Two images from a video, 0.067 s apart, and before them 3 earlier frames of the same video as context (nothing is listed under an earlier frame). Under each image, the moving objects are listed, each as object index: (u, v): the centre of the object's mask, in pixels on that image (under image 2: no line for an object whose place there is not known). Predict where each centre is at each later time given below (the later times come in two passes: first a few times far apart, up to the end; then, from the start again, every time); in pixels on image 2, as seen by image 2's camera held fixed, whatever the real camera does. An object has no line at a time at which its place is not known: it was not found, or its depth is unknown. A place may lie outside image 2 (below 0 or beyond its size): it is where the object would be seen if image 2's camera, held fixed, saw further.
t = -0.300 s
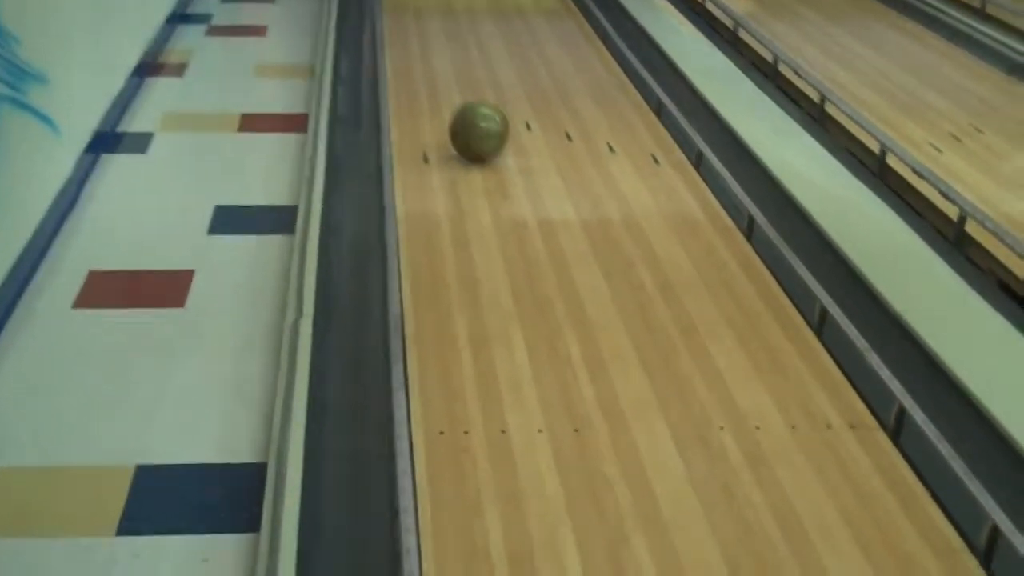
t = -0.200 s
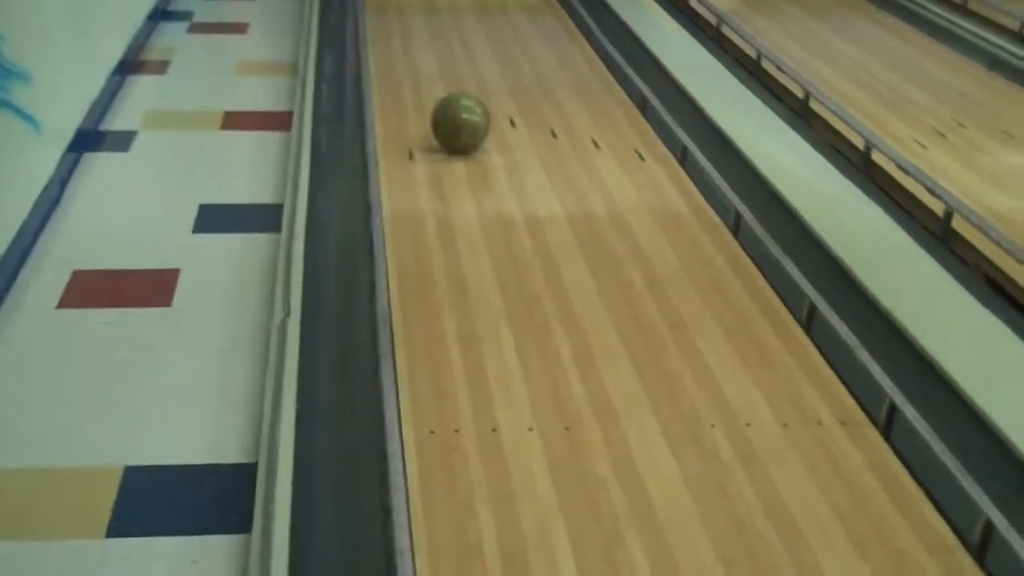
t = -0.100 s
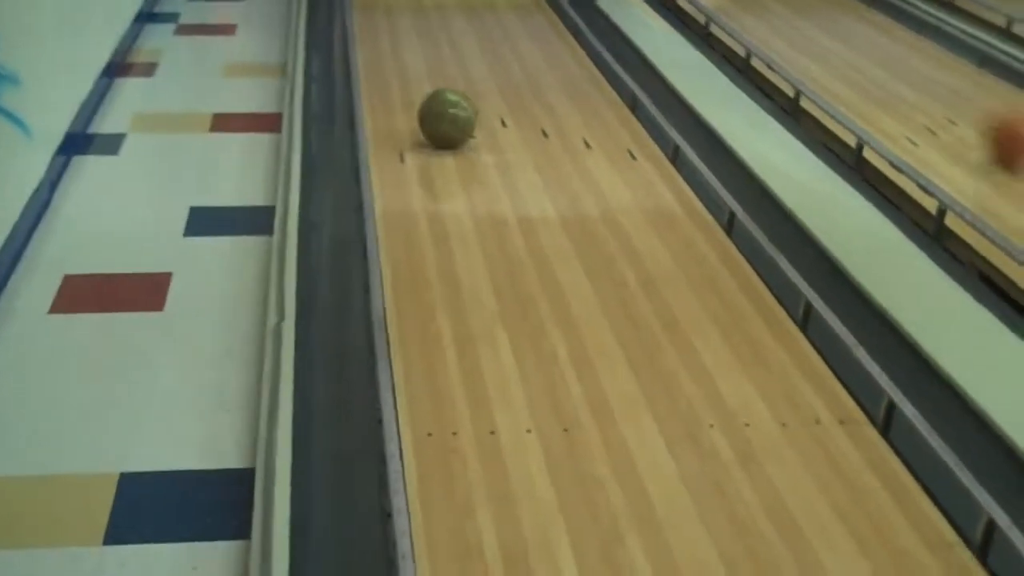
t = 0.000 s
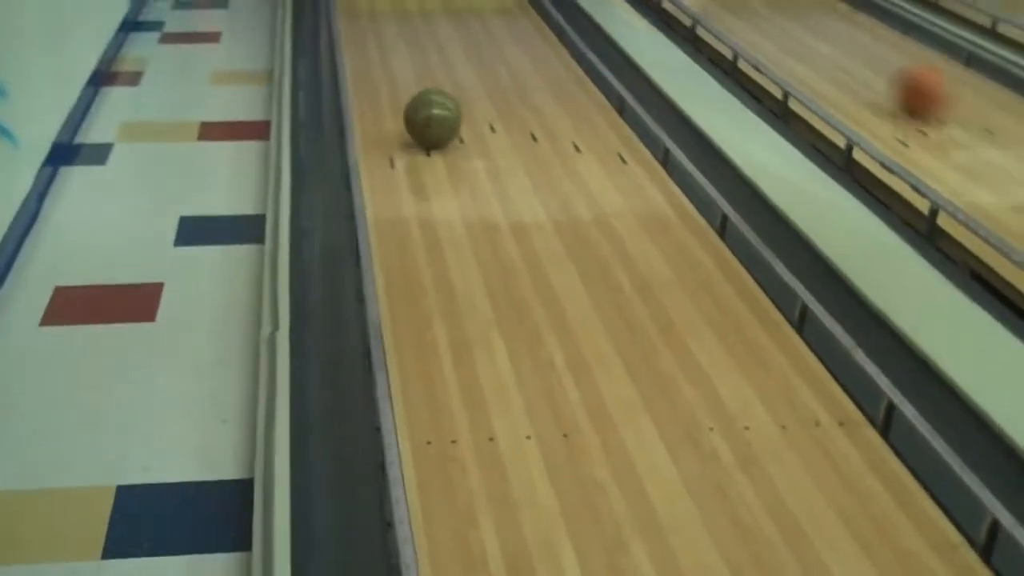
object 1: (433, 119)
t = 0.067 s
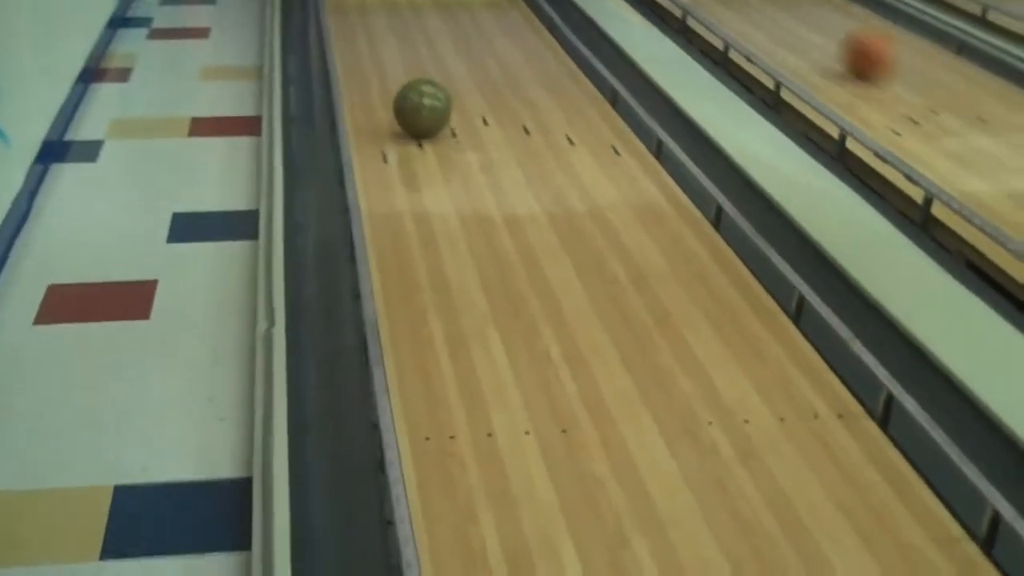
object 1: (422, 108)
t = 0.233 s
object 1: (414, 99)
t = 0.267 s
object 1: (412, 97)
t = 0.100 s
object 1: (420, 106)
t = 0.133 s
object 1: (419, 105)
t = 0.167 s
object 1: (417, 103)
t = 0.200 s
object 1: (415, 100)
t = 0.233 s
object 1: (414, 99)
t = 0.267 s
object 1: (412, 97)
